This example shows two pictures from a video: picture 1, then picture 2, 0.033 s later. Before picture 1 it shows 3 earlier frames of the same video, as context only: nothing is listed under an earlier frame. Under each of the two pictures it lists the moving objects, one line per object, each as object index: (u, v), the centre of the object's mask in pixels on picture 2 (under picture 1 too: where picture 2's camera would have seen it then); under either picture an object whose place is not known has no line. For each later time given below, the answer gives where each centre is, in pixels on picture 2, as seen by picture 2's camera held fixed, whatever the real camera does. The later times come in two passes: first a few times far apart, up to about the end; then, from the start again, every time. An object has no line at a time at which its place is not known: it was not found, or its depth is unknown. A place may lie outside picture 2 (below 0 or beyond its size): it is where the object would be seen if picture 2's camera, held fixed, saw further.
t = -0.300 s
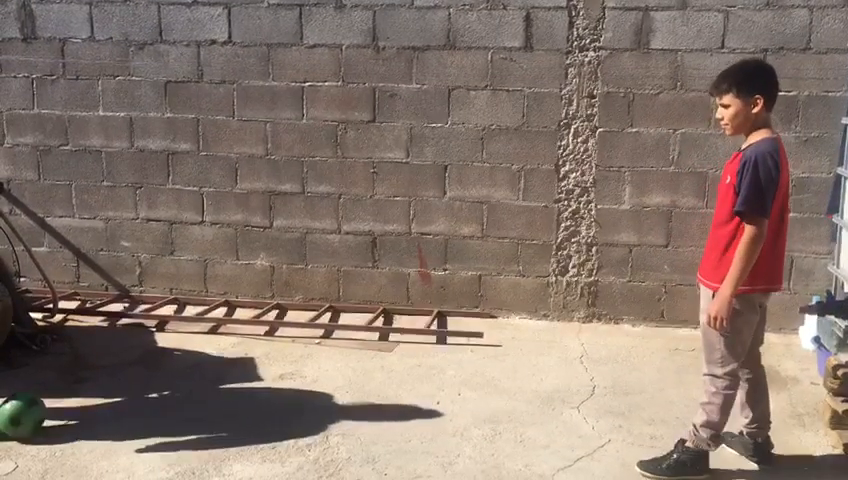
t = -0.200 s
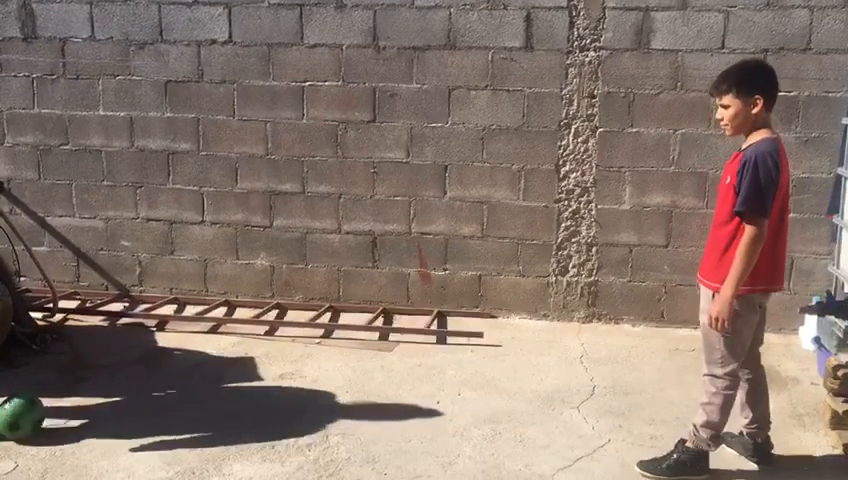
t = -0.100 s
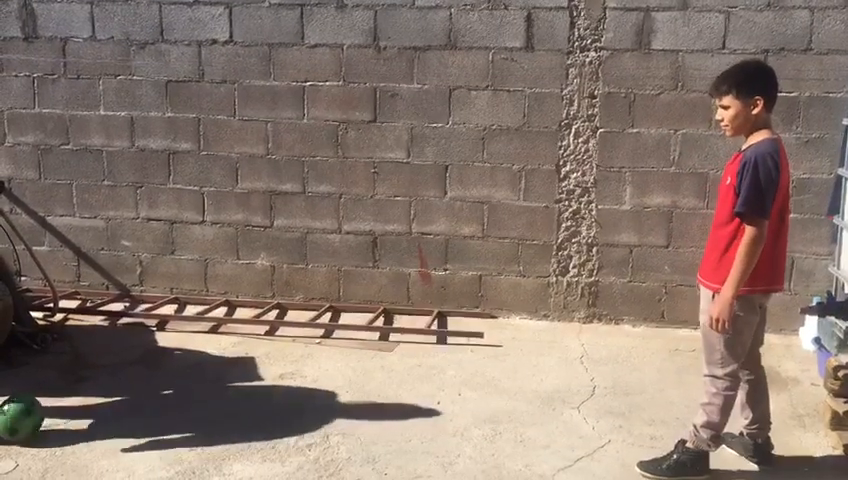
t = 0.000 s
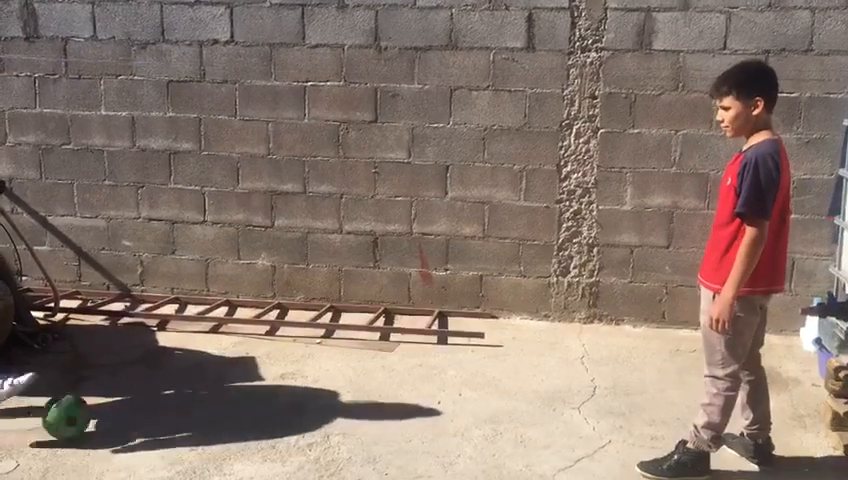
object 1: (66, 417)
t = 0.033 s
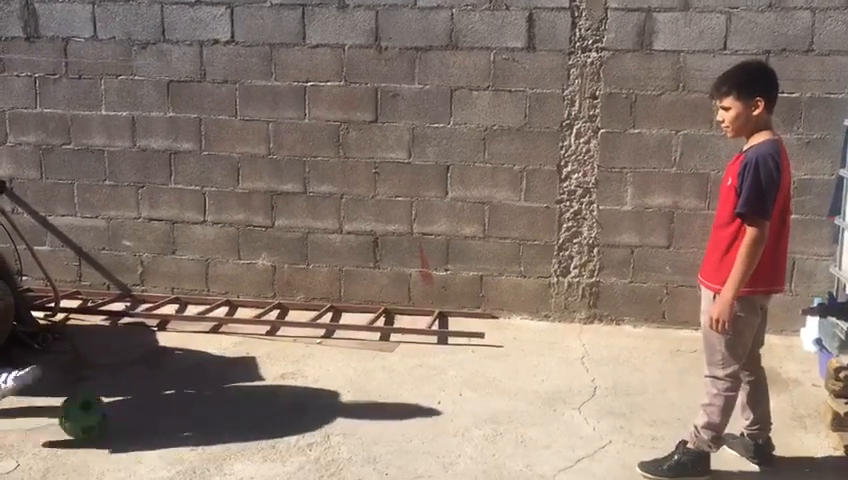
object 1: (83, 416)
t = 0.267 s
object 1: (190, 420)
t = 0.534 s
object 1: (299, 415)
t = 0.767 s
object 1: (384, 414)
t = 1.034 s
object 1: (471, 421)
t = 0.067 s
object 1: (98, 416)
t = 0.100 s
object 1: (114, 419)
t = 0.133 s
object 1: (130, 420)
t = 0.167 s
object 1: (146, 416)
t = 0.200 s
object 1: (160, 417)
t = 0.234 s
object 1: (175, 417)
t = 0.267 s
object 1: (190, 420)
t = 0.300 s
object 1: (205, 420)
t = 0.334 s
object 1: (218, 417)
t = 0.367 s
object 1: (232, 415)
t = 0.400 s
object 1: (246, 416)
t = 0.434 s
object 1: (260, 418)
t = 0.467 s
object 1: (273, 420)
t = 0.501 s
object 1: (286, 417)
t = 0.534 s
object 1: (299, 415)
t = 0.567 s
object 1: (312, 415)
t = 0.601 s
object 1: (324, 417)
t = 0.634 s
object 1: (337, 422)
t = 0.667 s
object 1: (349, 417)
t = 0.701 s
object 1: (360, 414)
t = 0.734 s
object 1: (372, 413)
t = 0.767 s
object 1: (384, 414)
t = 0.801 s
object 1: (394, 419)
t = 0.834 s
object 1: (406, 422)
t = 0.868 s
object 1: (417, 417)
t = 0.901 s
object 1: (428, 414)
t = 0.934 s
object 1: (439, 414)
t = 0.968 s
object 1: (449, 415)
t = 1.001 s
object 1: (460, 420)
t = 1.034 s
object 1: (471, 421)
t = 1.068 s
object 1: (481, 416)
